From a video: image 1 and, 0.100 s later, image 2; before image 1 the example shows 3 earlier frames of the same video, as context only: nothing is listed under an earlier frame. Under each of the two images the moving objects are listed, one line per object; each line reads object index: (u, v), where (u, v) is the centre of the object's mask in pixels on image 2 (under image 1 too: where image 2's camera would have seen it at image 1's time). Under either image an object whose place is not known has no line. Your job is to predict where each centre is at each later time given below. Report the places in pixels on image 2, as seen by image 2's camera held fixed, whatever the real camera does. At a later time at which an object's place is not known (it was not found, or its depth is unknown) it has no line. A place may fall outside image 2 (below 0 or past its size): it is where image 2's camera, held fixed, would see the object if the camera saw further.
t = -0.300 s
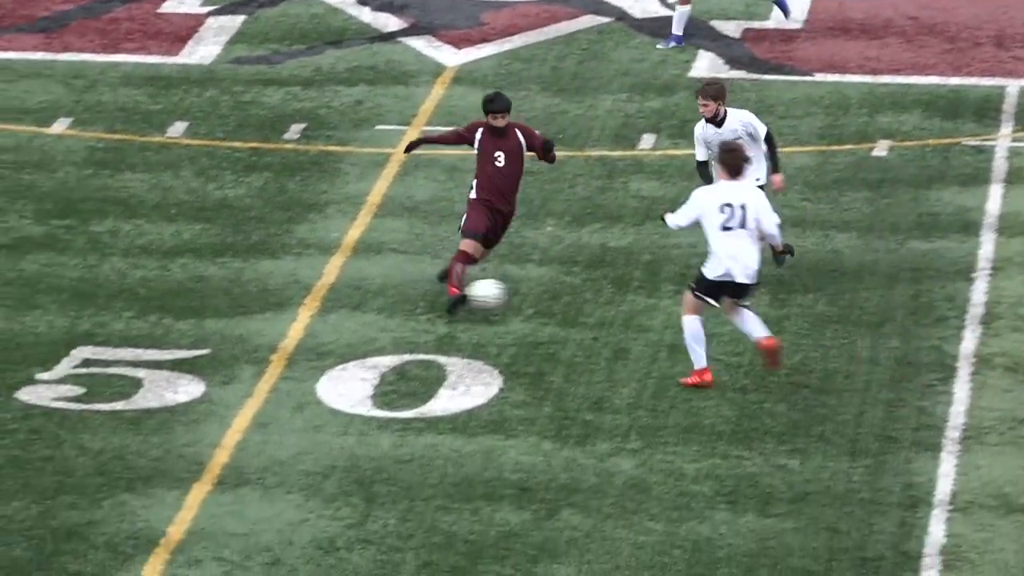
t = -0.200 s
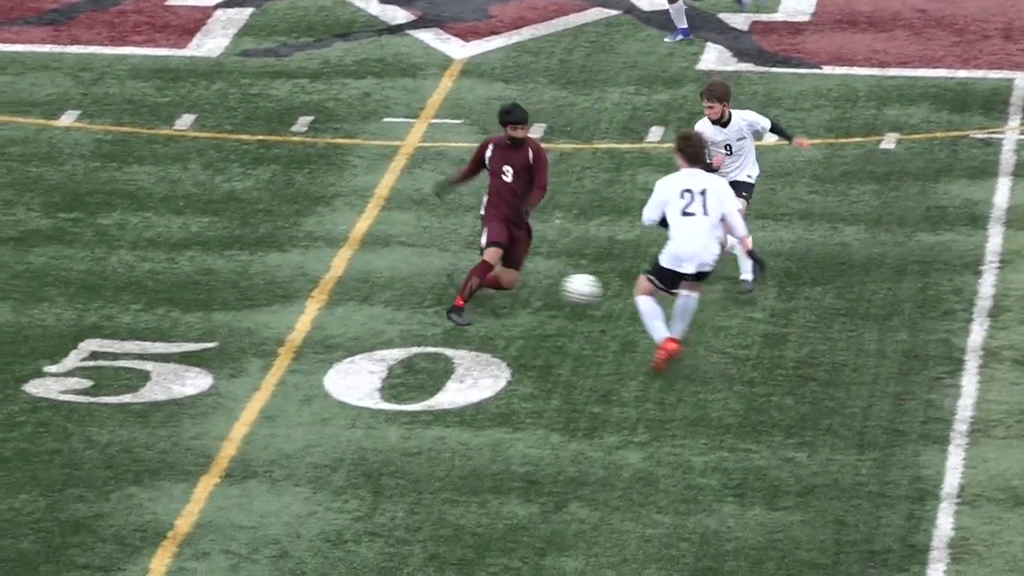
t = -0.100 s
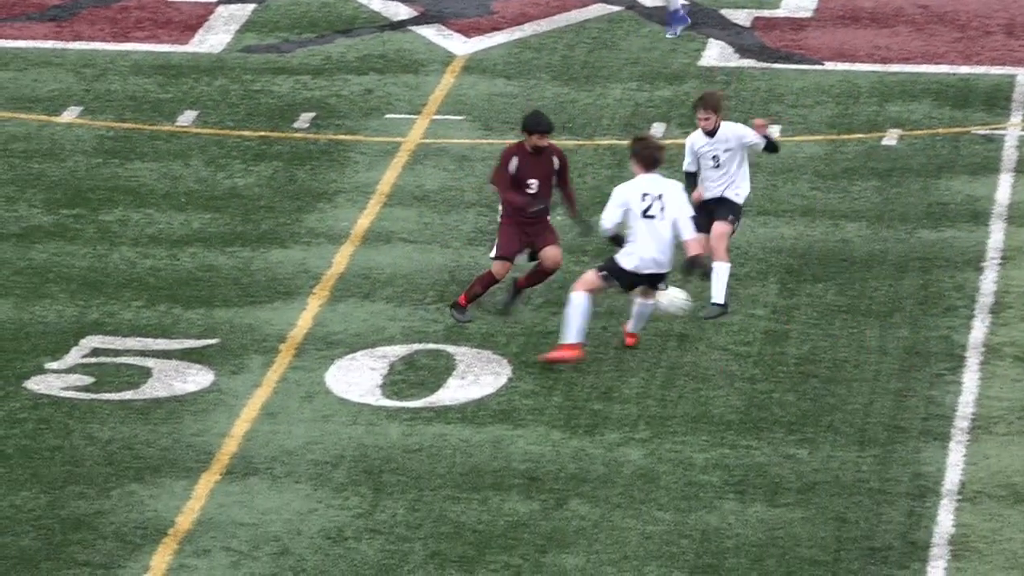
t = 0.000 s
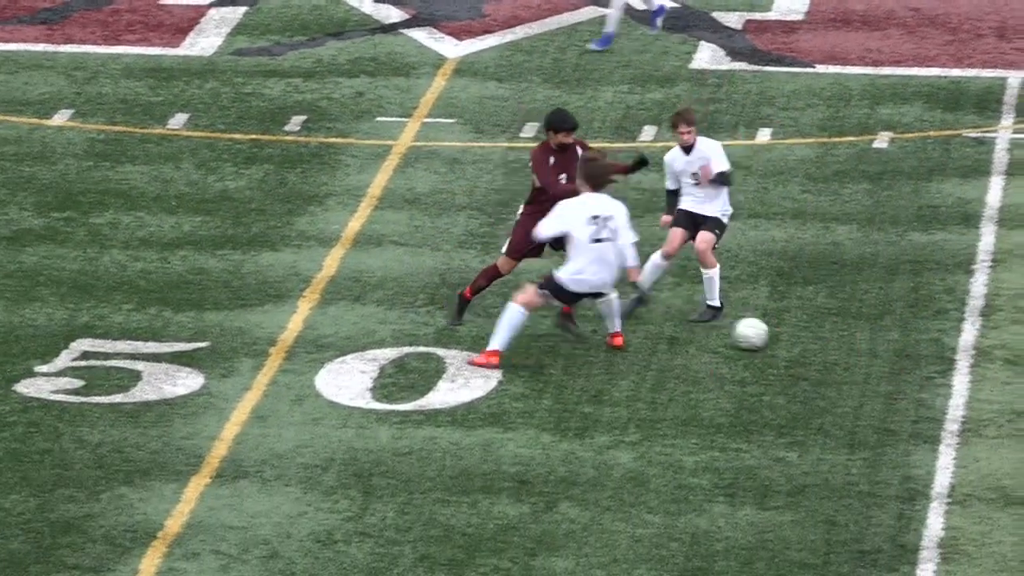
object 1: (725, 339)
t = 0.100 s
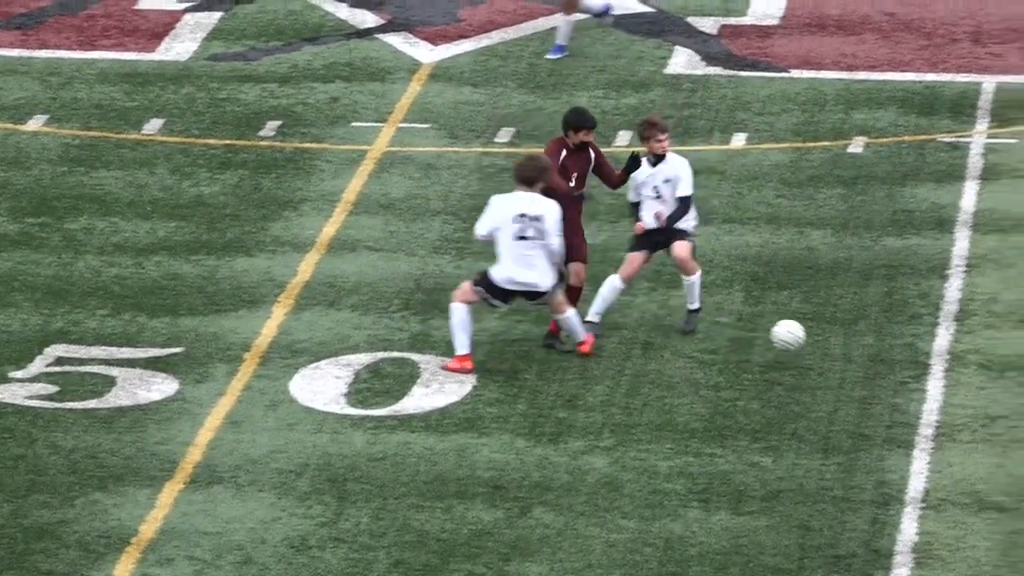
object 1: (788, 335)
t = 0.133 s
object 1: (809, 337)
